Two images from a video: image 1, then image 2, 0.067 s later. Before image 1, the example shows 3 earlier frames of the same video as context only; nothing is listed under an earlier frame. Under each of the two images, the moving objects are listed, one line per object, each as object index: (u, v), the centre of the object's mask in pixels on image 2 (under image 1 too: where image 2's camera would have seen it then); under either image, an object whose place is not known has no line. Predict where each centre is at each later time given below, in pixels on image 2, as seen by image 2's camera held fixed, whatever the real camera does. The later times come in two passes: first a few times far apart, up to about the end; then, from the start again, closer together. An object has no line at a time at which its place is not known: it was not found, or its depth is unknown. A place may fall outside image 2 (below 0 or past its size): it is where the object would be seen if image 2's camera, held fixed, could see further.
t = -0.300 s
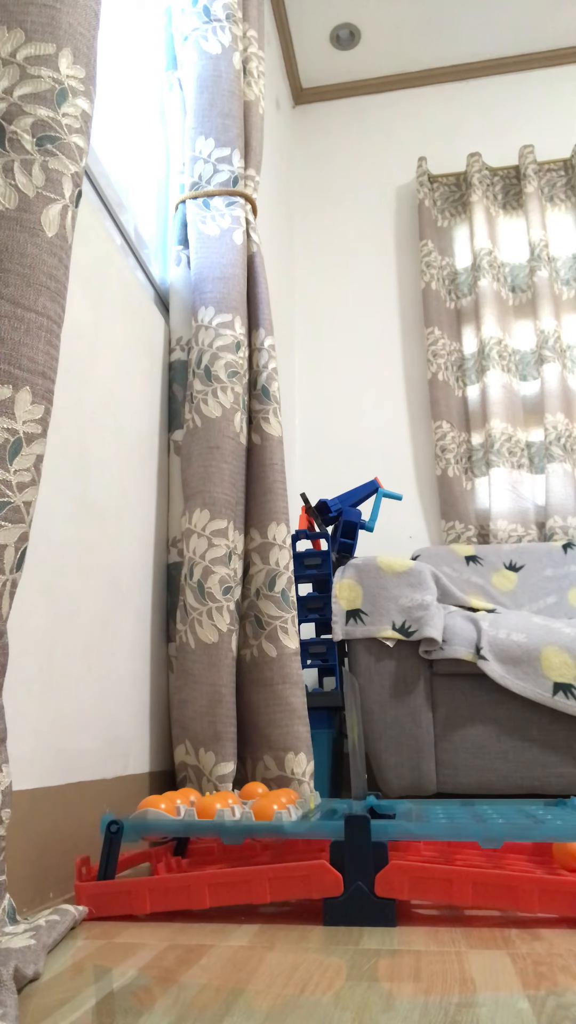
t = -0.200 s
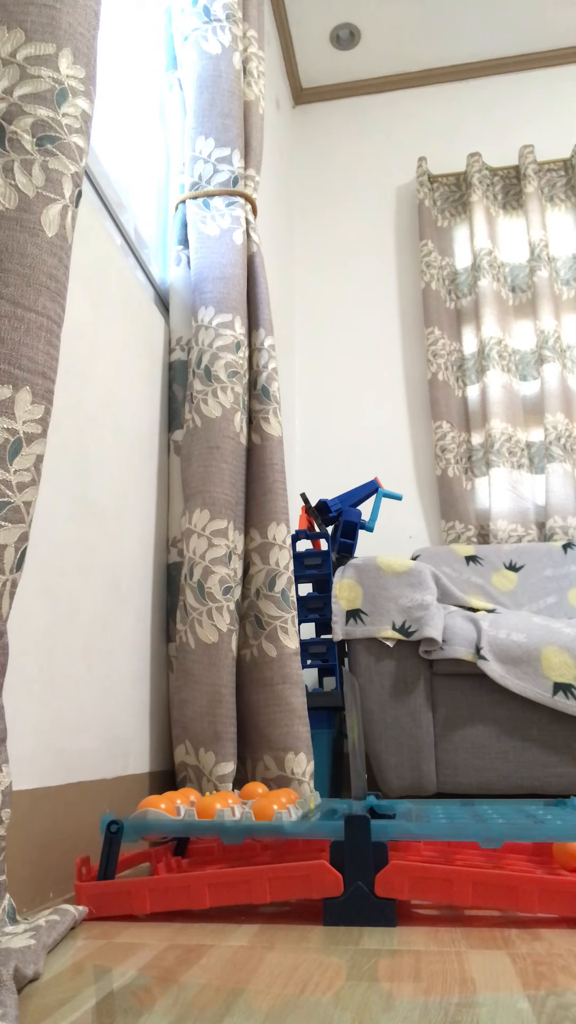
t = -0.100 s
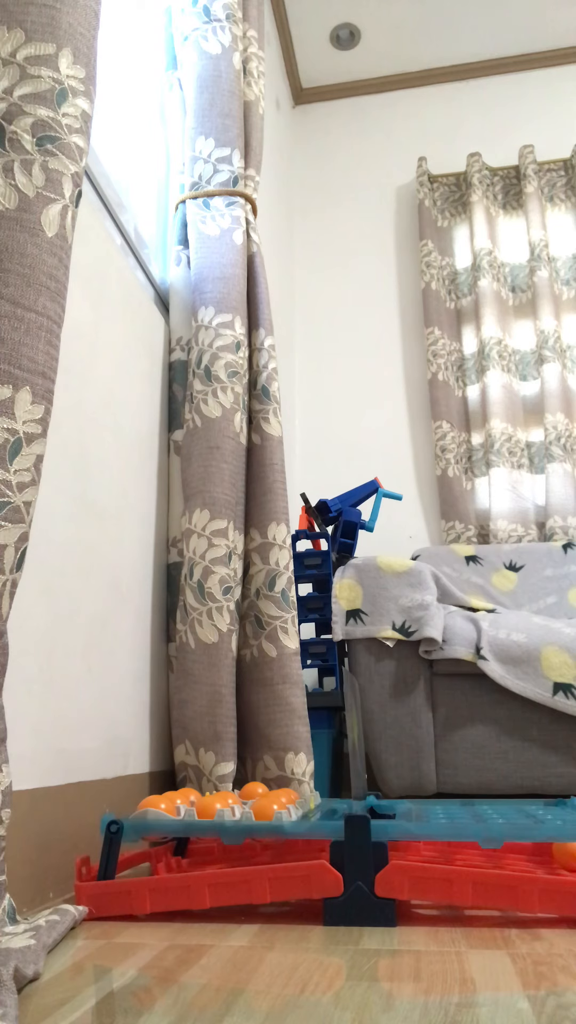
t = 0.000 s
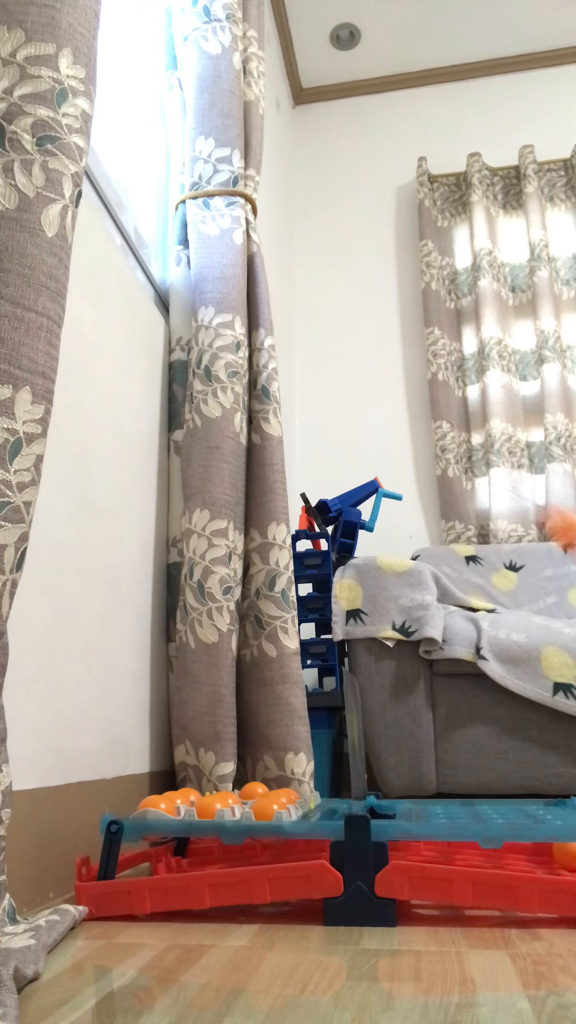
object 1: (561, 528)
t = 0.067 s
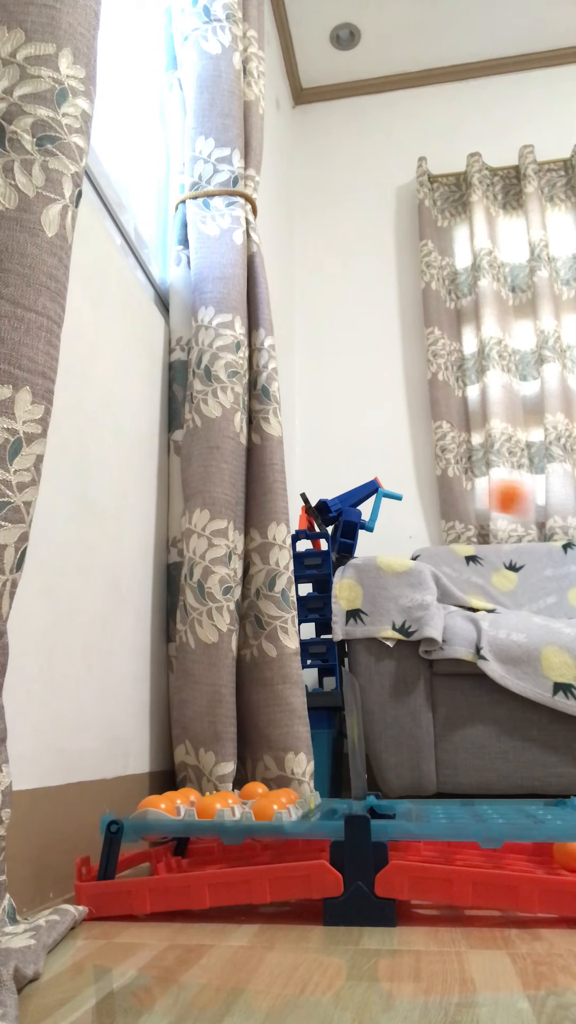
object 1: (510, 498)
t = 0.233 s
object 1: (386, 589)
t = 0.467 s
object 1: (368, 663)
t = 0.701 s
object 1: (404, 792)
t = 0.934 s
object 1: (405, 790)
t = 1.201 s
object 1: (411, 789)
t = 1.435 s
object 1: (434, 791)
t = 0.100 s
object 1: (478, 497)
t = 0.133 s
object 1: (455, 504)
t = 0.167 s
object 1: (431, 523)
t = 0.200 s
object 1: (407, 553)
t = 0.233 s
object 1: (386, 589)
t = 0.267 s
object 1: (363, 641)
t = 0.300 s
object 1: (353, 657)
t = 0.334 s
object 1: (352, 655)
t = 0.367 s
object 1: (352, 659)
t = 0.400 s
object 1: (355, 658)
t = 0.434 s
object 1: (362, 657)
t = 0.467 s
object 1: (368, 663)
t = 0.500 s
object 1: (376, 681)
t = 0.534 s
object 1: (384, 706)
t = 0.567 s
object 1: (392, 742)
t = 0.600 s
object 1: (401, 781)
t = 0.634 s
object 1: (403, 790)
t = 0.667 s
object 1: (404, 792)
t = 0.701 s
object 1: (404, 792)
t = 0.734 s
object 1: (404, 791)
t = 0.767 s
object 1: (405, 791)
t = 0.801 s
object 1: (405, 791)
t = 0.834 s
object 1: (405, 790)
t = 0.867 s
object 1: (405, 790)
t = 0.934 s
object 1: (405, 790)
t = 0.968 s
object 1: (406, 790)
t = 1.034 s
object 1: (406, 789)
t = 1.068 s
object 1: (406, 789)
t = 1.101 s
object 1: (407, 789)
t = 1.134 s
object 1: (408, 789)
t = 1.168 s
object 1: (409, 789)
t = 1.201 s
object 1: (411, 789)
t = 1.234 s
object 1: (413, 789)
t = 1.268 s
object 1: (416, 789)
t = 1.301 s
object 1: (418, 789)
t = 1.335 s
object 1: (421, 789)
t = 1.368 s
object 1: (425, 790)
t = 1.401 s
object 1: (429, 790)
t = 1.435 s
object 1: (434, 791)
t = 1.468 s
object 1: (440, 794)
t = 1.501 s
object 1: (446, 798)
